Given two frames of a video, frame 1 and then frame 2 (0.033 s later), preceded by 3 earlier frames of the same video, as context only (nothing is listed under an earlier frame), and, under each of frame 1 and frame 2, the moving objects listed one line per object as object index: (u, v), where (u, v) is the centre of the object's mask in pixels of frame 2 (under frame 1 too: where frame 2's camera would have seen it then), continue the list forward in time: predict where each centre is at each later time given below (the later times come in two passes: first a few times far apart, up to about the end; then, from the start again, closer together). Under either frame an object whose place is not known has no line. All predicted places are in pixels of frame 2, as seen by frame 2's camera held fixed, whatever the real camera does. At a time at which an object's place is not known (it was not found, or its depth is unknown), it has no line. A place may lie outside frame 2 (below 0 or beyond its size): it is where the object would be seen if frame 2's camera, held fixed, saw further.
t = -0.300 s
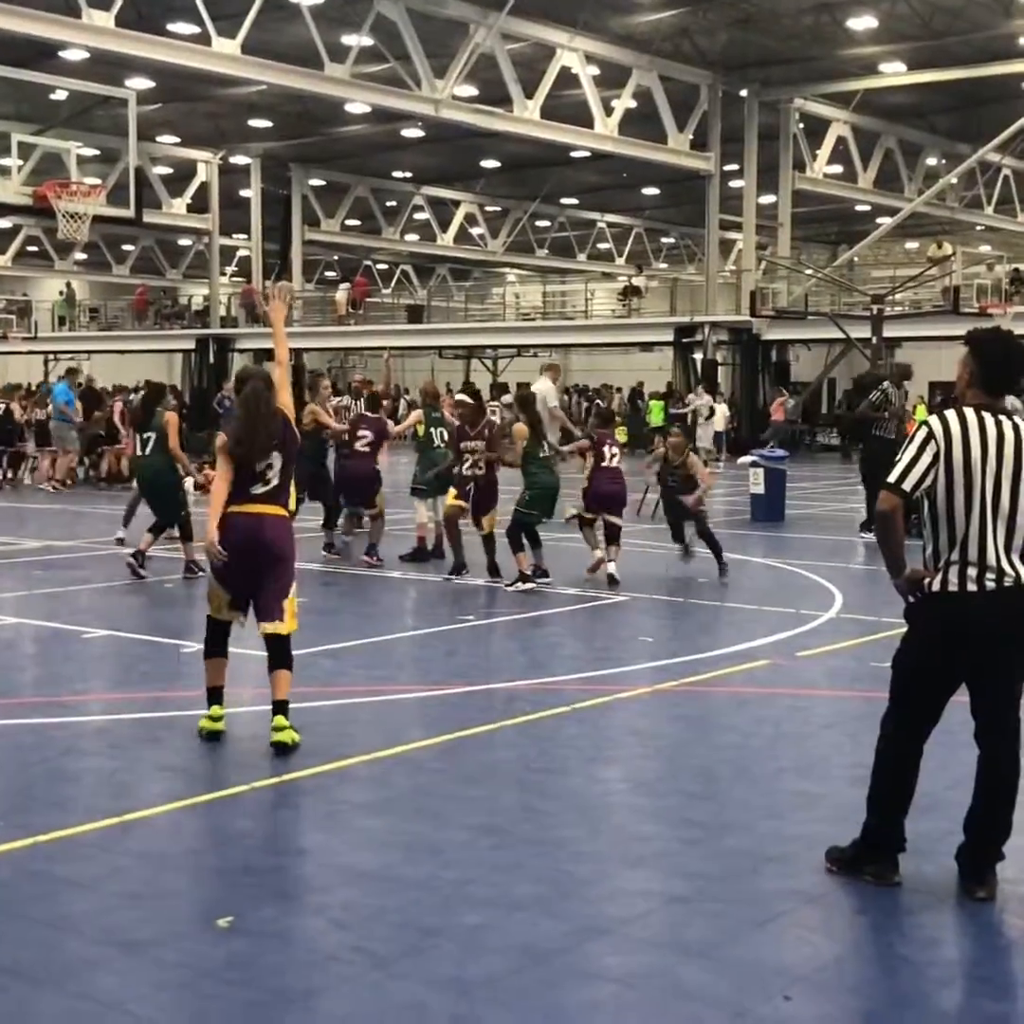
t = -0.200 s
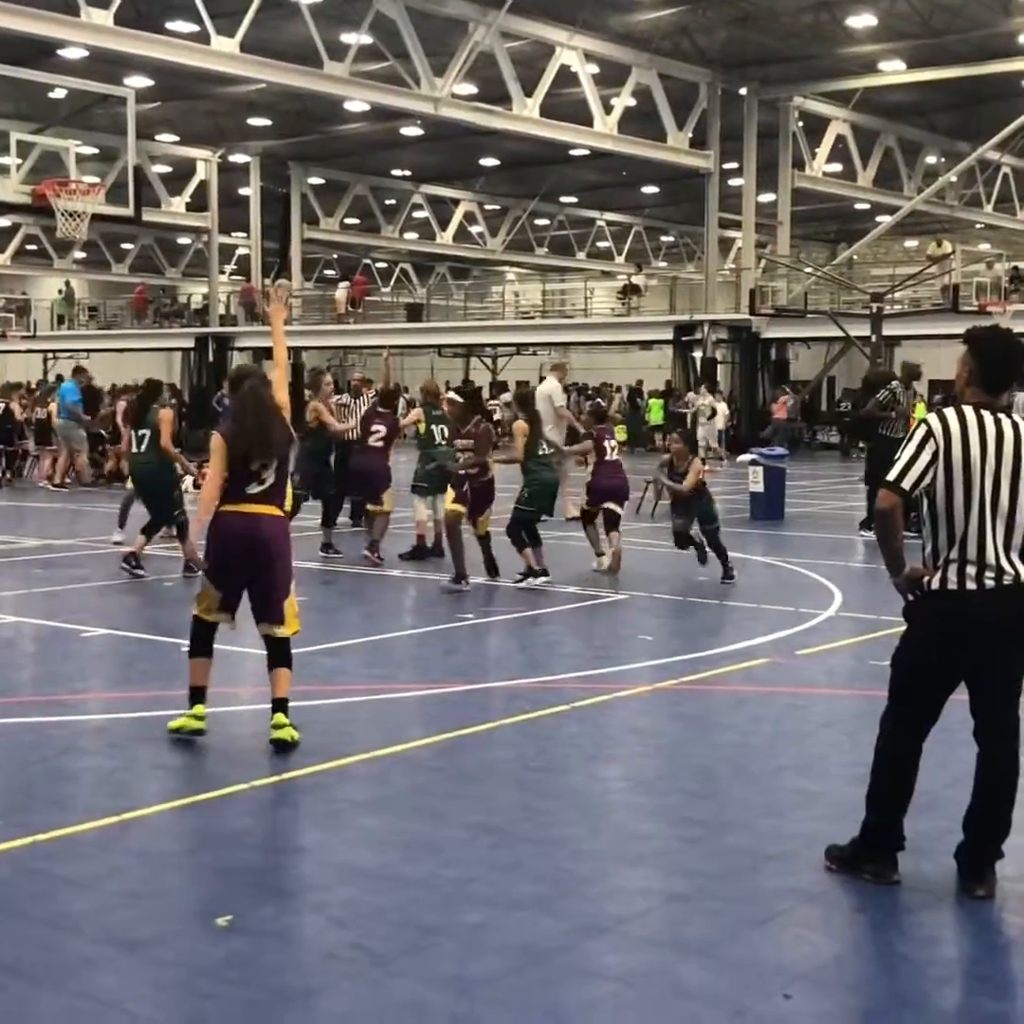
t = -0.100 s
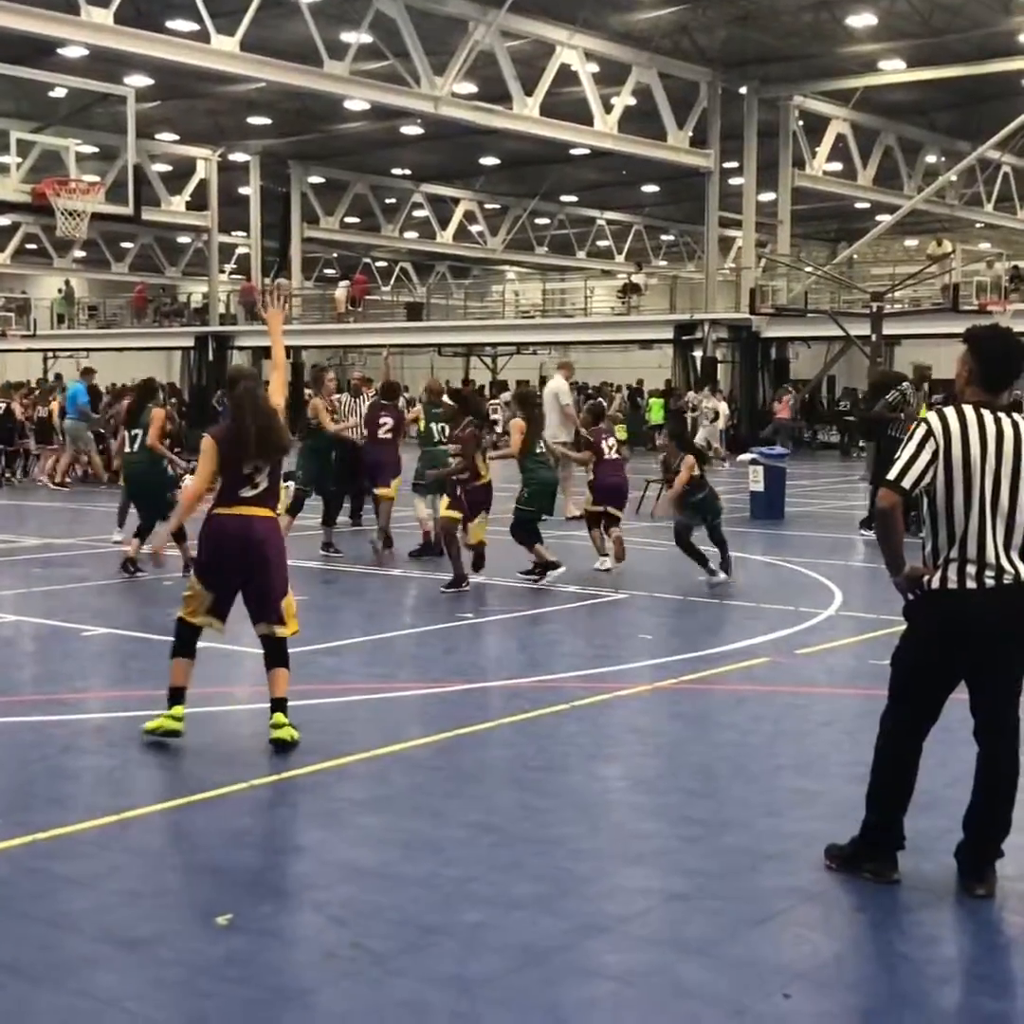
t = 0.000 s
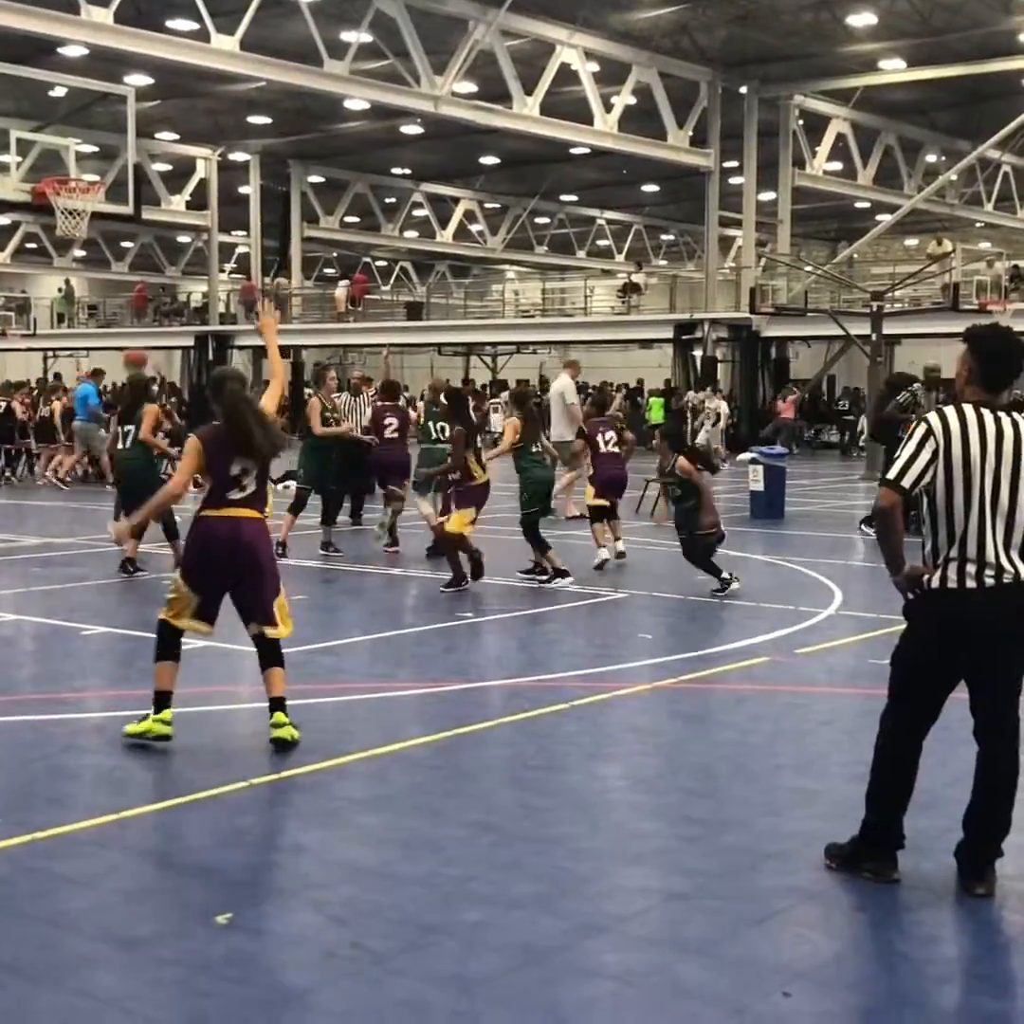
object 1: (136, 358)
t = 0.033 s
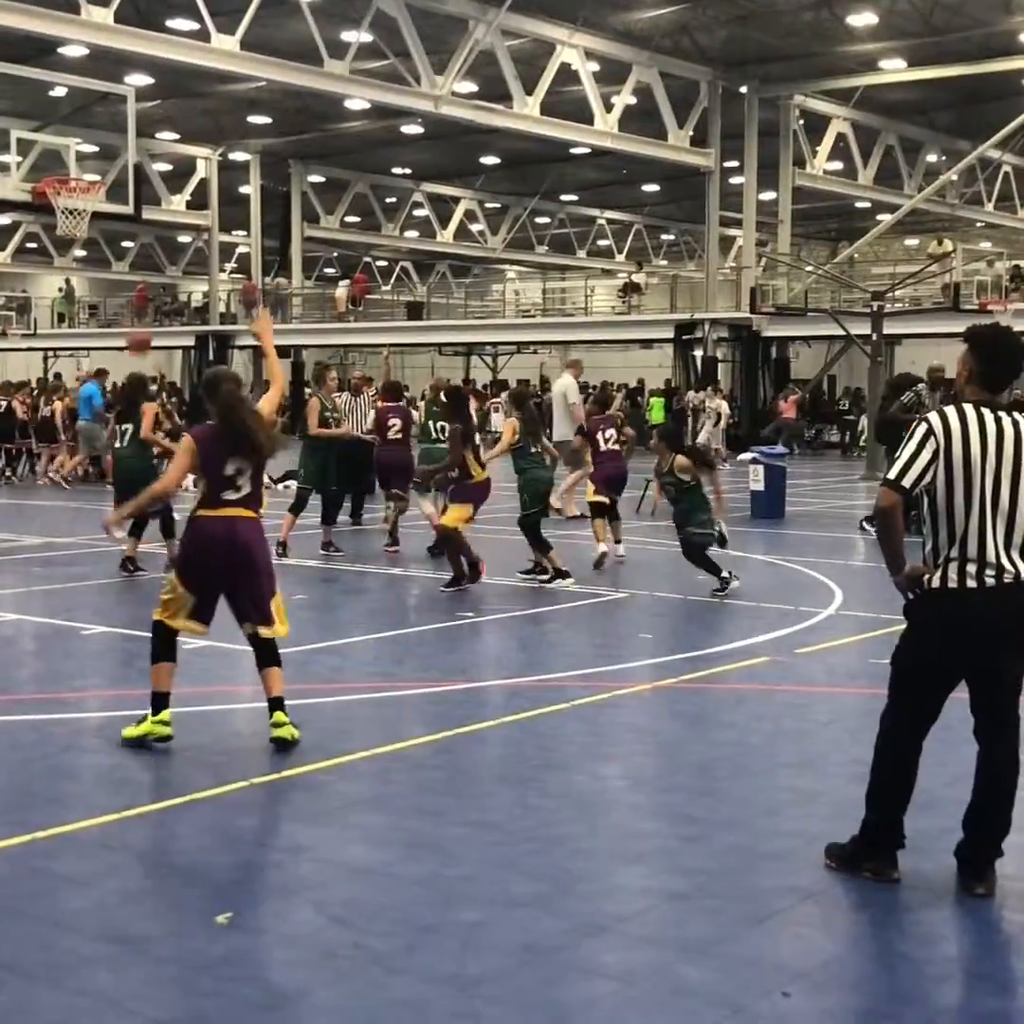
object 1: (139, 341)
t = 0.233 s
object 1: (158, 249)
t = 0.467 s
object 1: (190, 180)
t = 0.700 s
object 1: (231, 180)
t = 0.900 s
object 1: (285, 265)
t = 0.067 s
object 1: (142, 320)
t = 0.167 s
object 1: (154, 276)
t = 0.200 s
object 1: (155, 262)
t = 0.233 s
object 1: (158, 249)
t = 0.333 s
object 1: (170, 216)
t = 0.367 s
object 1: (176, 207)
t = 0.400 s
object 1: (181, 198)
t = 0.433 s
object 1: (185, 191)
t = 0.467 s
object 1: (190, 180)
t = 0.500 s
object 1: (197, 177)
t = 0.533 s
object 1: (202, 175)
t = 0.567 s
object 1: (207, 174)
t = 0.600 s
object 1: (213, 173)
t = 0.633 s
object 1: (217, 174)
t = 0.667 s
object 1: (223, 177)
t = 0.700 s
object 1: (231, 180)
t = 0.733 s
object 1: (240, 189)
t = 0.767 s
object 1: (248, 200)
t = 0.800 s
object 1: (258, 213)
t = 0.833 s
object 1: (267, 229)
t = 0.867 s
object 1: (274, 244)
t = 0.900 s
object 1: (285, 265)
